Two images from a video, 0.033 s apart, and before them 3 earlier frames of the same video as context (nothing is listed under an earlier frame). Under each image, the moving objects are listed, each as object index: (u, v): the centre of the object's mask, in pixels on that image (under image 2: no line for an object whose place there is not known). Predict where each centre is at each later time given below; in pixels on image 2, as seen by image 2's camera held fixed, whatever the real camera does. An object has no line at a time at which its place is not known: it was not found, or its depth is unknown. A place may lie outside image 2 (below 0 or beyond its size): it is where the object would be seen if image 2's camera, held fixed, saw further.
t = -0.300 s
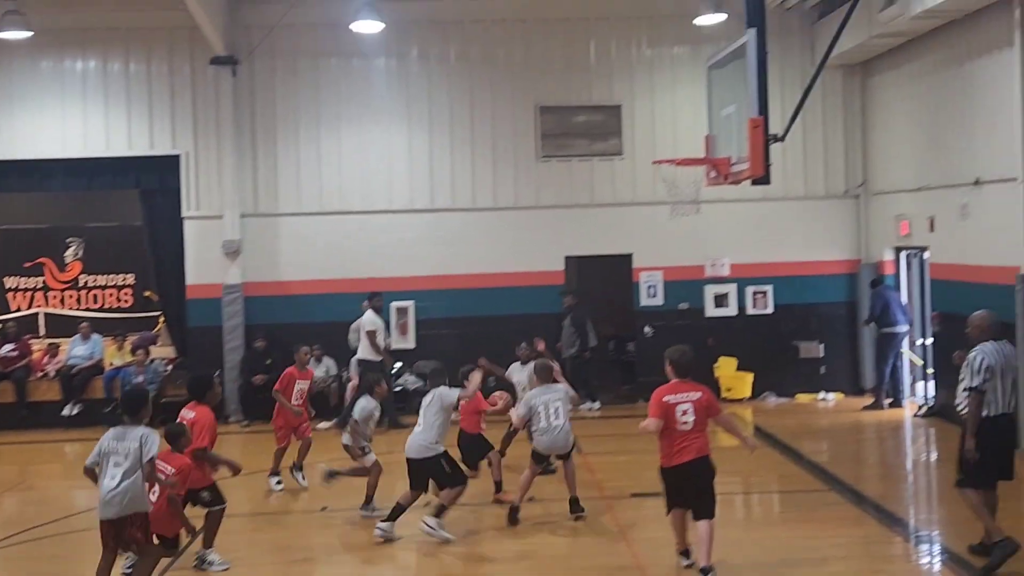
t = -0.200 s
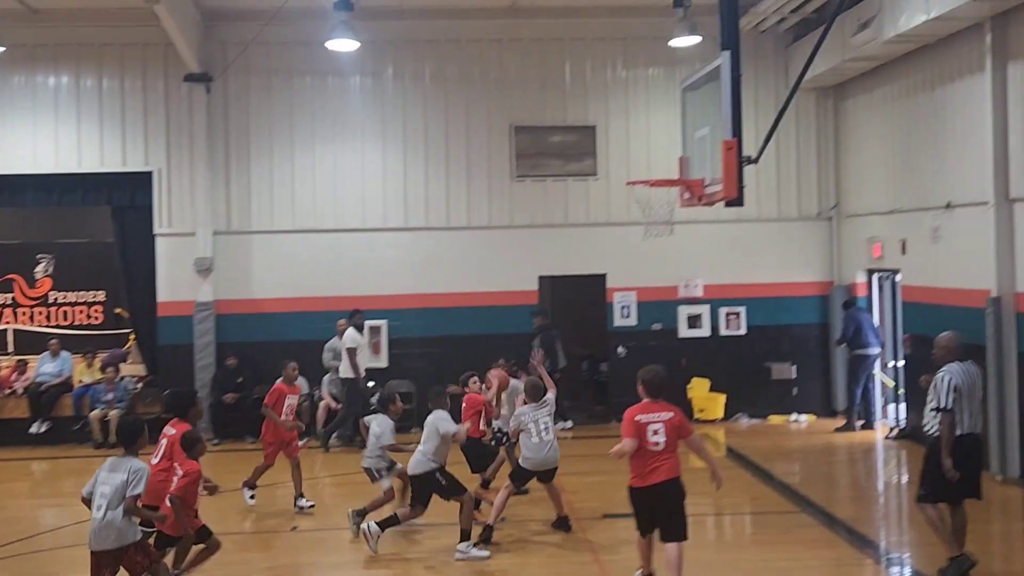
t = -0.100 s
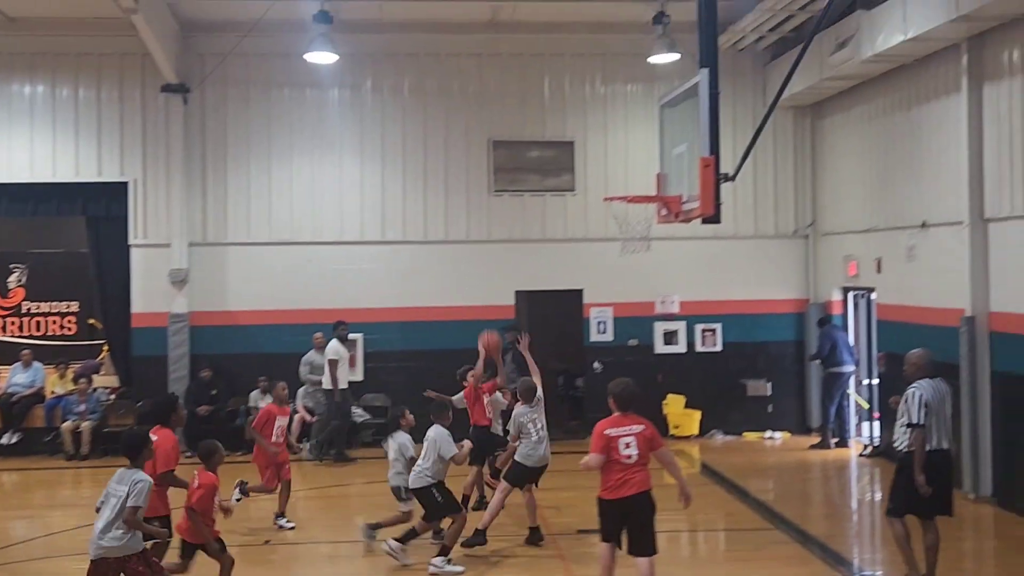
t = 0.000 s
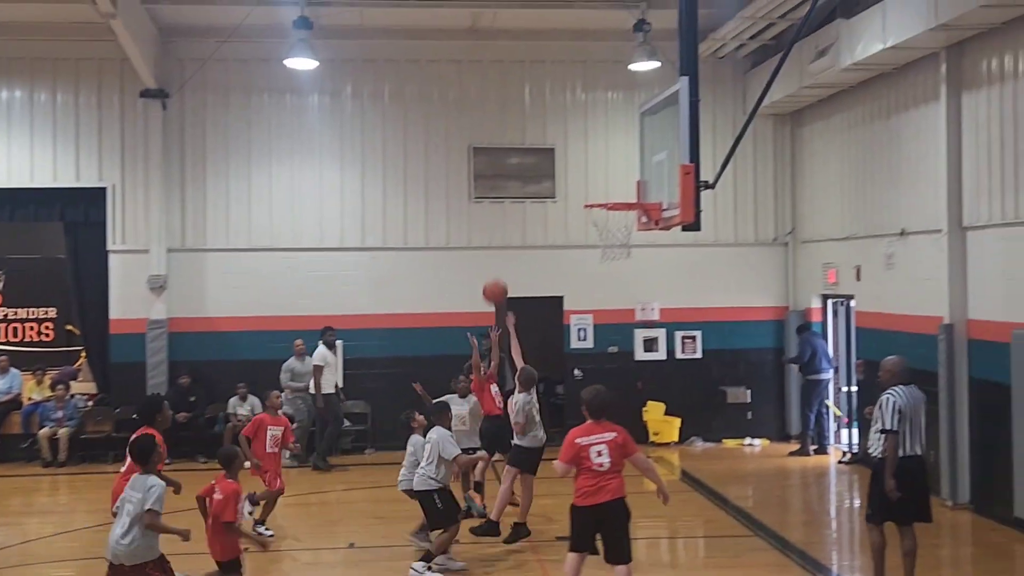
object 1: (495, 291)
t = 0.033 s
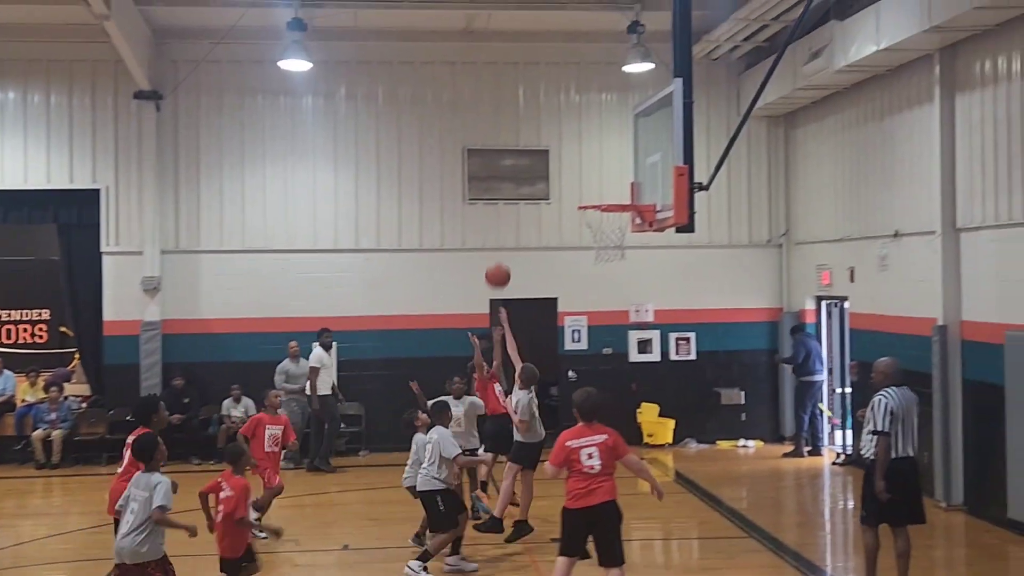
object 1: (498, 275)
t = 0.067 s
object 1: (508, 258)
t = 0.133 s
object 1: (528, 227)
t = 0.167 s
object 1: (538, 213)
